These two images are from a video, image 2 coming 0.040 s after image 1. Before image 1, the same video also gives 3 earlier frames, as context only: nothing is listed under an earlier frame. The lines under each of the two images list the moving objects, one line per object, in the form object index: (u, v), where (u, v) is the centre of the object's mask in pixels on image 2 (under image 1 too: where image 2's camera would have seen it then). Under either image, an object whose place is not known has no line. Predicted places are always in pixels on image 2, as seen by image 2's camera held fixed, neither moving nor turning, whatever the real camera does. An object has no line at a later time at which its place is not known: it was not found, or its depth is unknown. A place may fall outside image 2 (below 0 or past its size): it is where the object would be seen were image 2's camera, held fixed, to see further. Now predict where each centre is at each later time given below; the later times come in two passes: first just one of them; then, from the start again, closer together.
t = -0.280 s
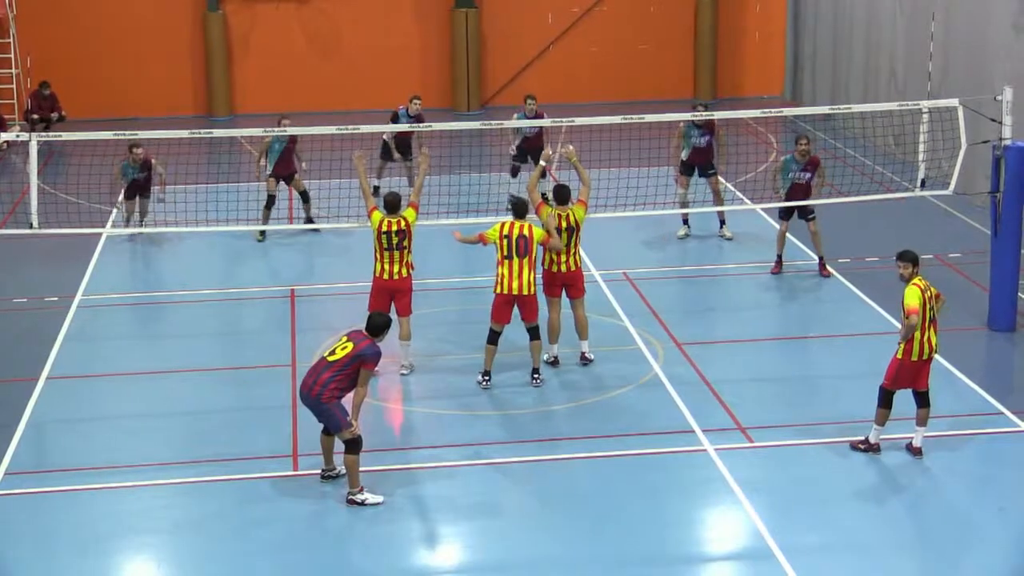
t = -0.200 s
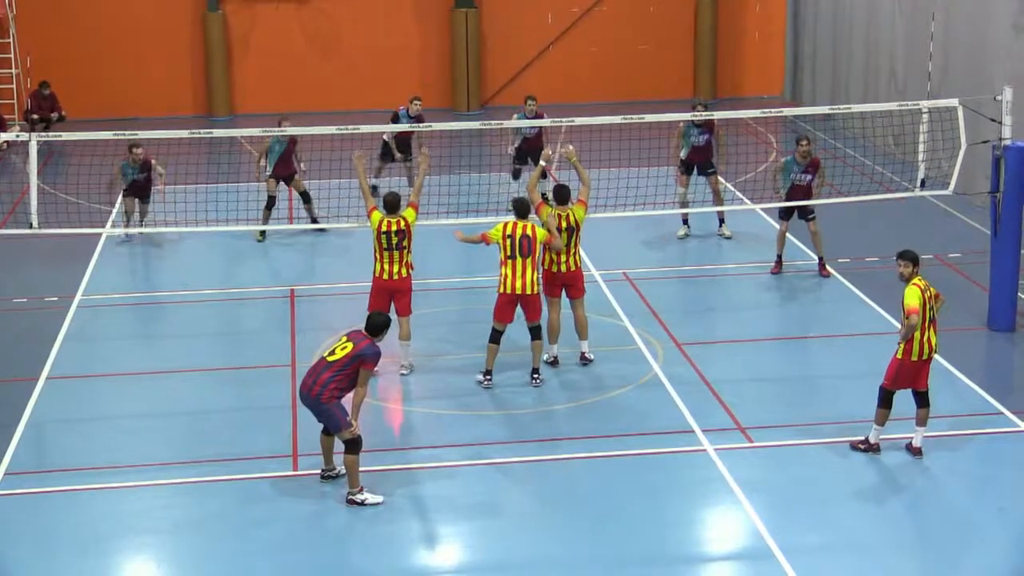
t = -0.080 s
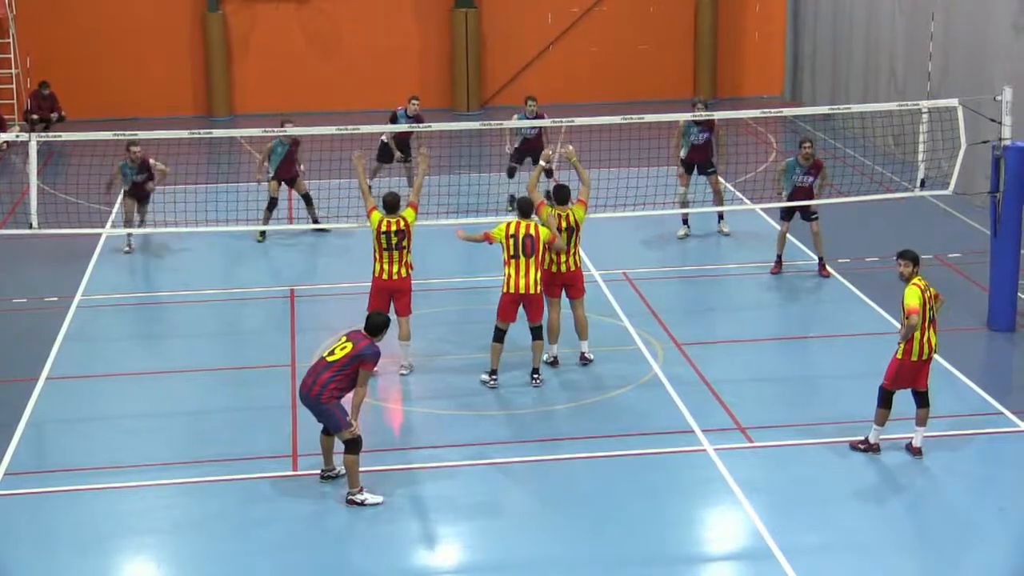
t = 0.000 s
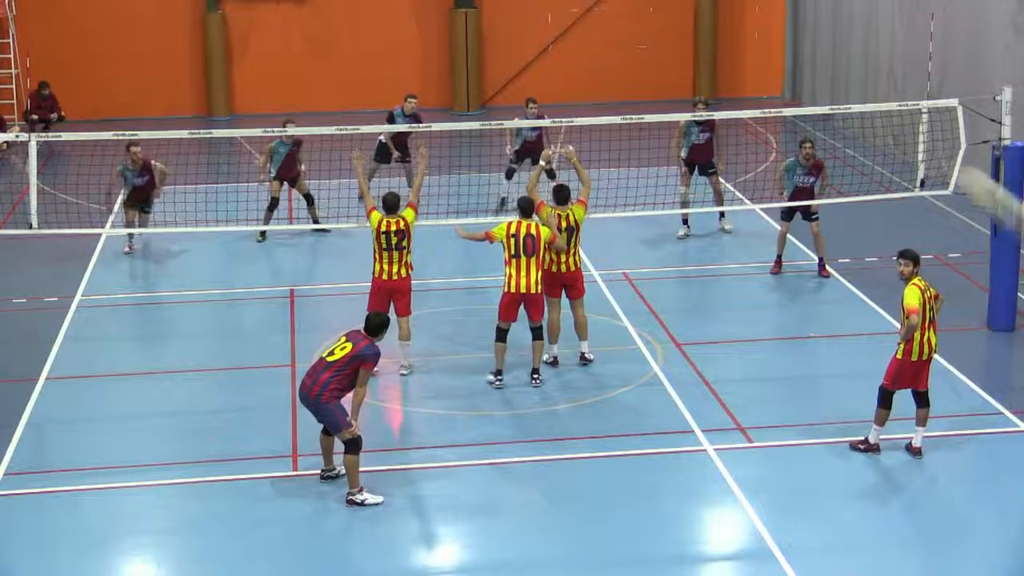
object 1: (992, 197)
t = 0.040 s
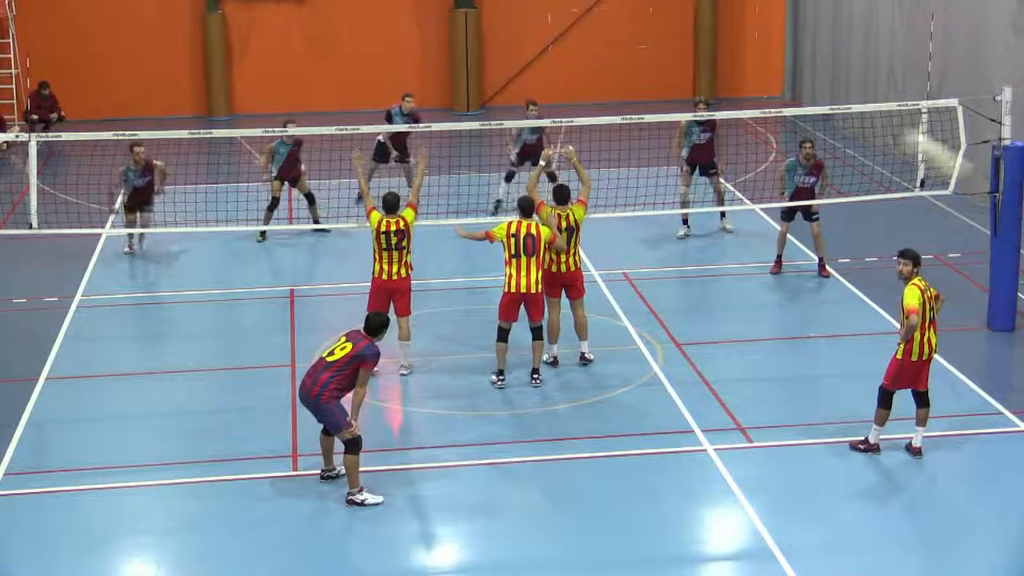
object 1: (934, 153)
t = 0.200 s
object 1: (774, 77)
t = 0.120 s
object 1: (840, 98)
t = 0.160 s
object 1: (806, 88)
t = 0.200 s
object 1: (774, 77)
